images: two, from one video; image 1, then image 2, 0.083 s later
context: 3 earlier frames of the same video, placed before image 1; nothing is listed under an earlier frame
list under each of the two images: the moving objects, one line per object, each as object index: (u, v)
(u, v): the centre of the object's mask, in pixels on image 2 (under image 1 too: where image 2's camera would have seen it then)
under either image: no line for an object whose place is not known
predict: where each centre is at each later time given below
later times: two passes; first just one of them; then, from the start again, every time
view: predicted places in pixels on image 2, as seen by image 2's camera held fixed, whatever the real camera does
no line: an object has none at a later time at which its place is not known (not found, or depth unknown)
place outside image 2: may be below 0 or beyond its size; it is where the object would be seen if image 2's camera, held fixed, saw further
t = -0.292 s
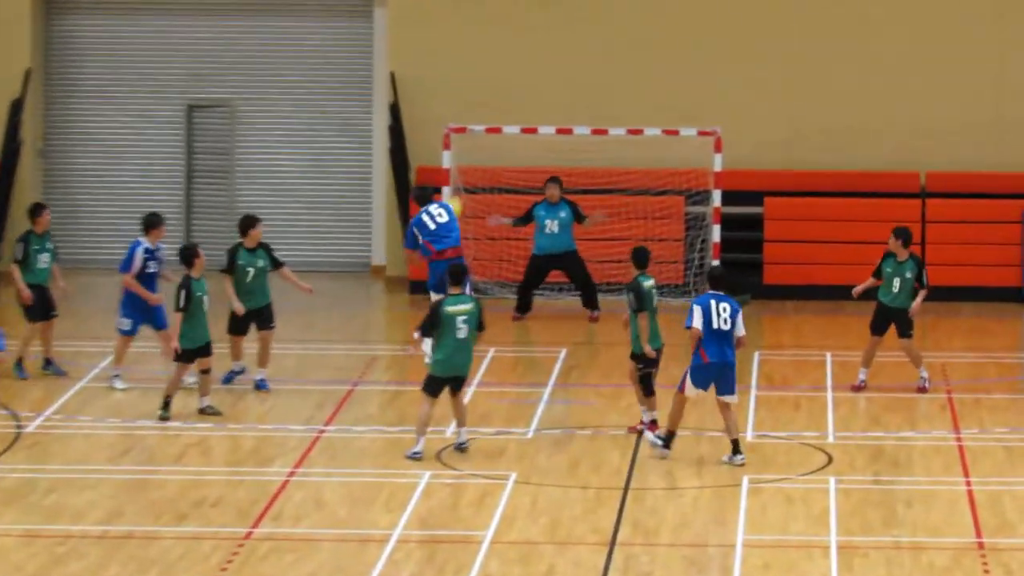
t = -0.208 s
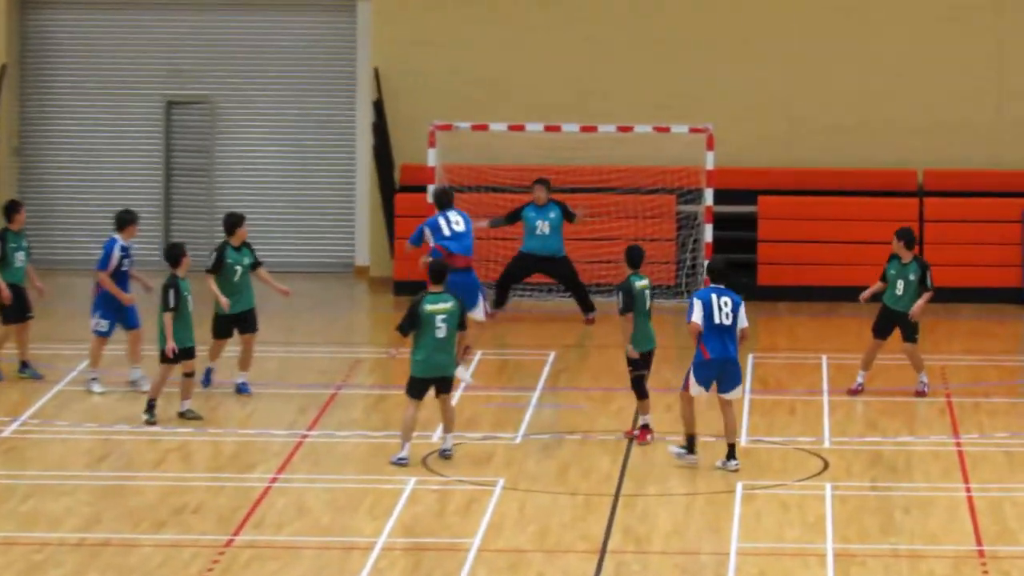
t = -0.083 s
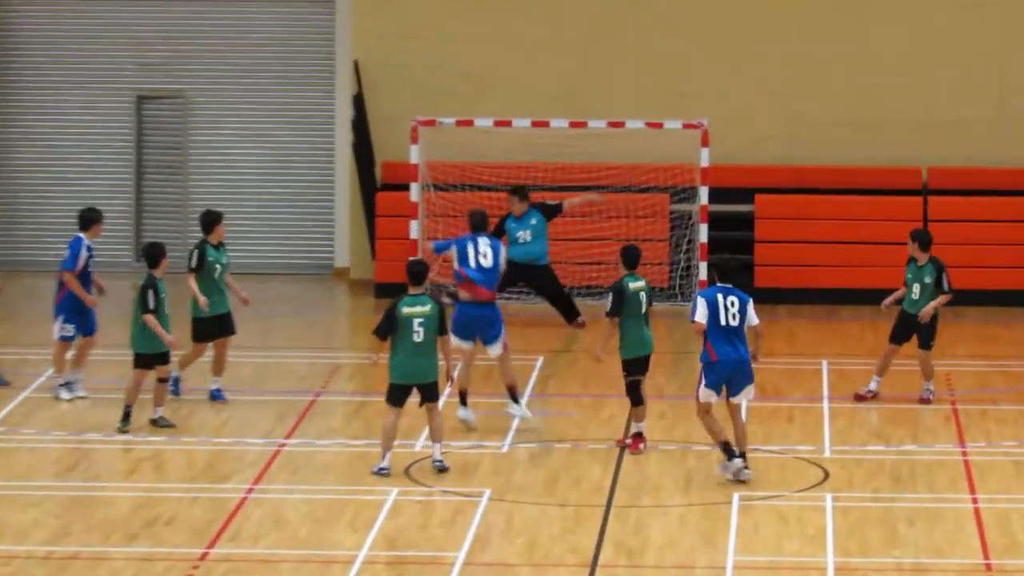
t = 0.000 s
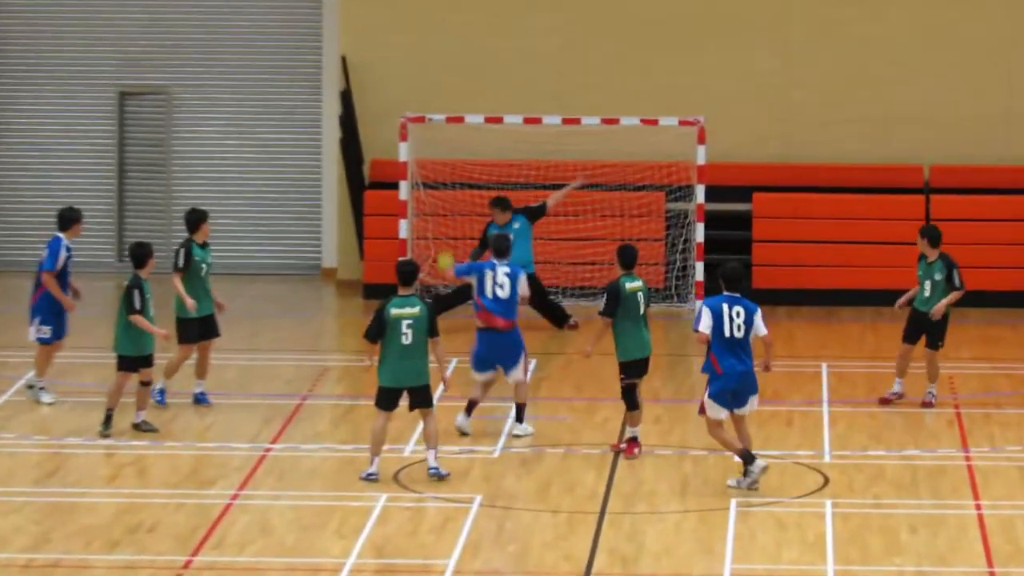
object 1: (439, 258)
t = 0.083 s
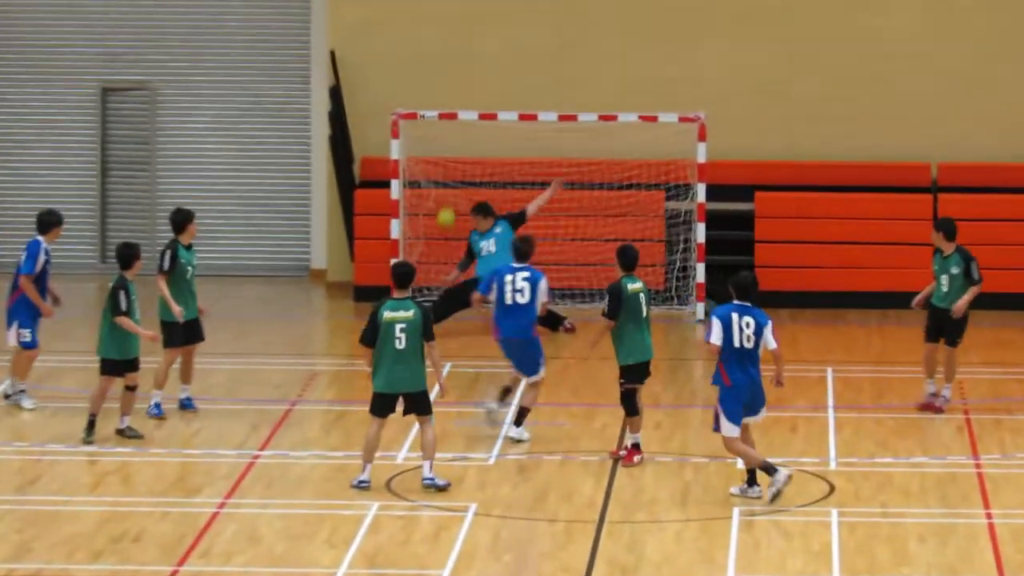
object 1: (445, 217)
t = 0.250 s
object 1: (457, 159)
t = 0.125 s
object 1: (449, 202)
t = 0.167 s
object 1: (452, 187)
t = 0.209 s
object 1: (453, 170)
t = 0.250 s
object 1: (457, 159)
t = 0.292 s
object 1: (459, 146)
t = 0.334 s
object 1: (462, 140)
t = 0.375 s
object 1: (466, 133)
